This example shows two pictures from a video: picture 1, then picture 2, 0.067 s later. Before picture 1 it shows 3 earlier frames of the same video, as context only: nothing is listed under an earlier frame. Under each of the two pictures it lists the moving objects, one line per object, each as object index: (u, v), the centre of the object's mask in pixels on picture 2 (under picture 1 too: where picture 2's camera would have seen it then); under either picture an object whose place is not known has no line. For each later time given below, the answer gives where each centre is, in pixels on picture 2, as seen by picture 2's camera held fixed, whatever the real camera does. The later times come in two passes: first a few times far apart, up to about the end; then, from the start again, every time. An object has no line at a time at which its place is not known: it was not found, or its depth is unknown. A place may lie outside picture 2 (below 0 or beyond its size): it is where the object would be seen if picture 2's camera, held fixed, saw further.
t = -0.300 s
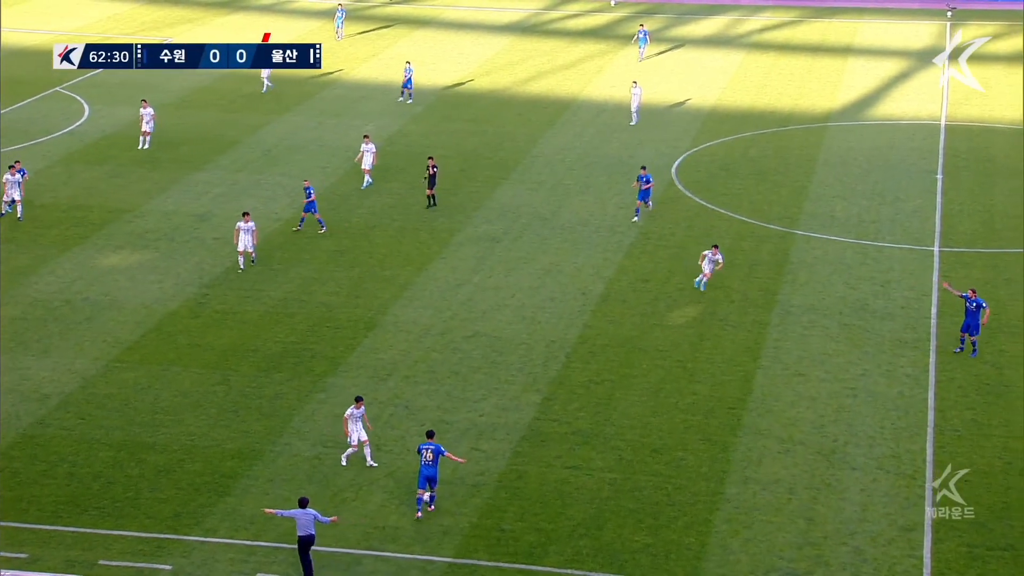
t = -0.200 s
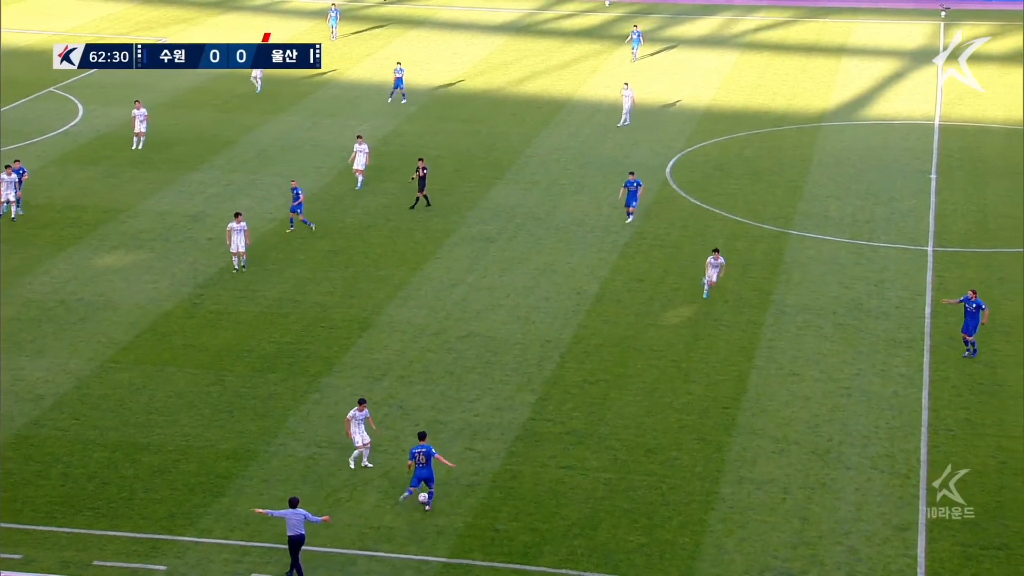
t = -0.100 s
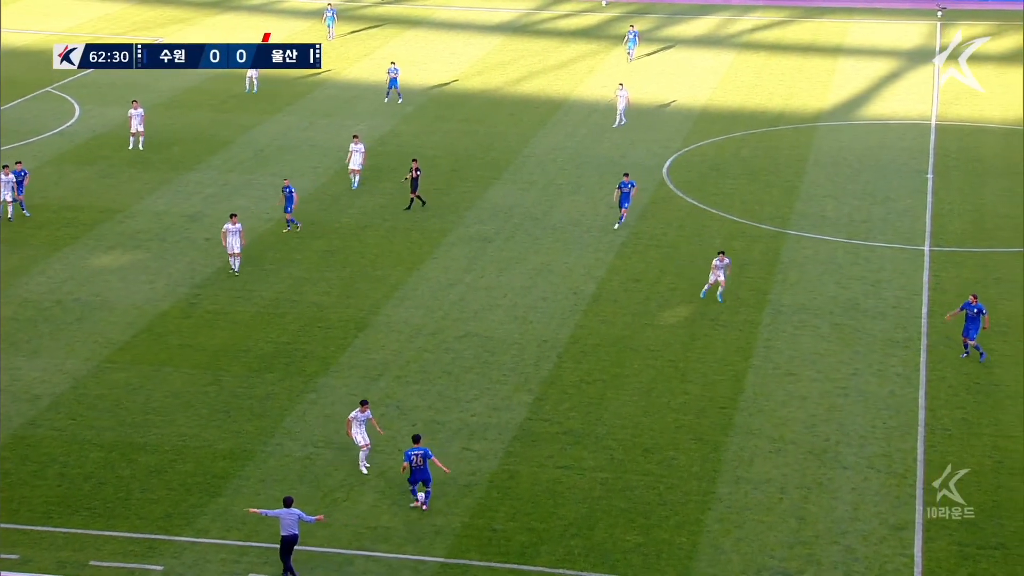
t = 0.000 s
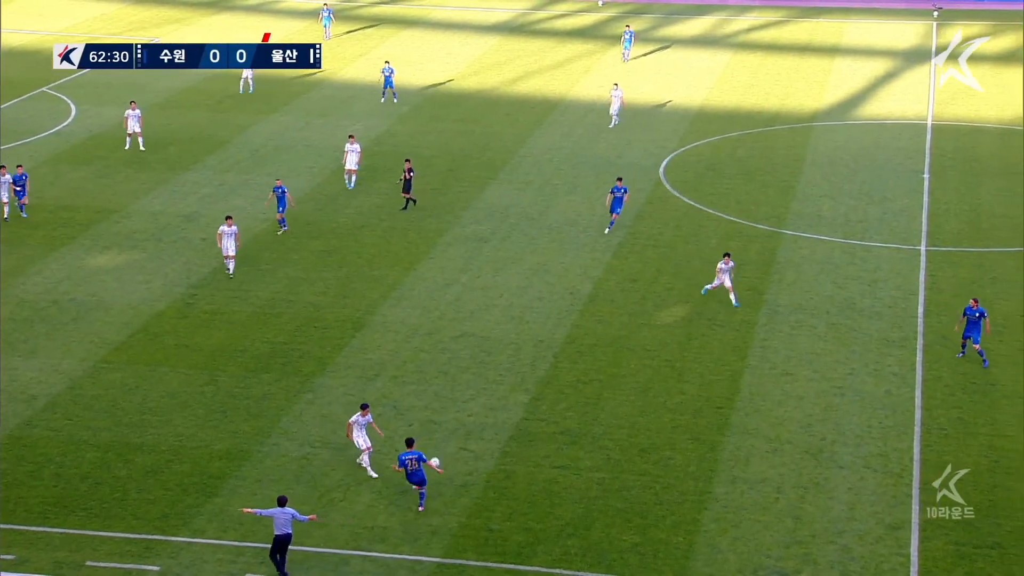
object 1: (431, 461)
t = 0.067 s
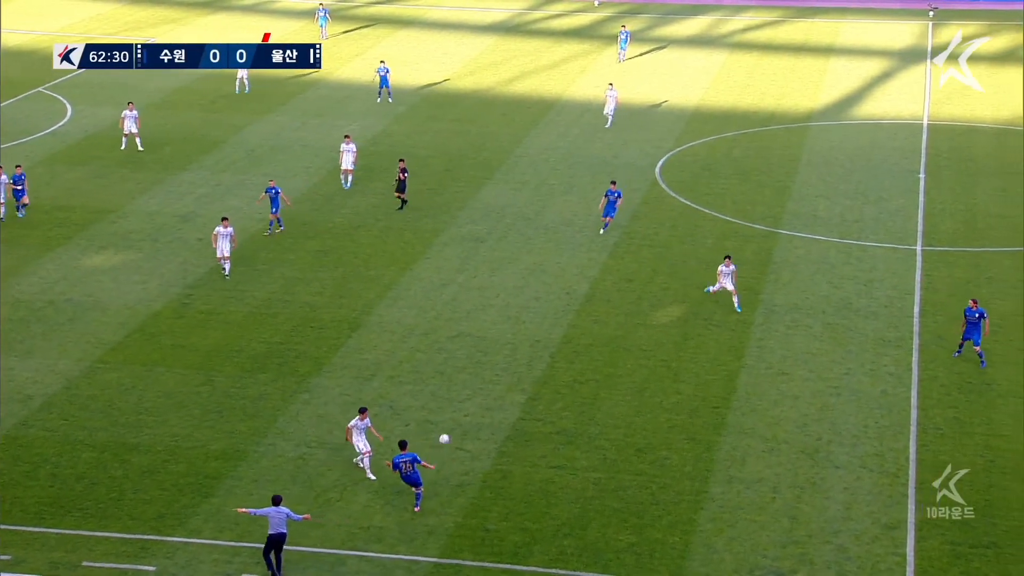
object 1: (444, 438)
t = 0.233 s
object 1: (476, 391)
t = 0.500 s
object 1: (525, 342)
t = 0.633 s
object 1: (546, 318)
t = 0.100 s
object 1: (450, 427)
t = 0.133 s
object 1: (457, 418)
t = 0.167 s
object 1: (463, 406)
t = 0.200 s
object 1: (470, 400)
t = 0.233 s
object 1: (476, 391)
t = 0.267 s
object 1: (483, 385)
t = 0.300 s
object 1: (489, 378)
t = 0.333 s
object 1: (495, 372)
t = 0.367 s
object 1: (502, 366)
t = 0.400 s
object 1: (508, 361)
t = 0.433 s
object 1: (514, 356)
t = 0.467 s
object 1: (519, 349)
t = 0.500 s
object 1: (525, 342)
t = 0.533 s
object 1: (530, 335)
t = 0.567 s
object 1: (536, 329)
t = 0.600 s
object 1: (541, 322)
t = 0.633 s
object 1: (546, 318)
